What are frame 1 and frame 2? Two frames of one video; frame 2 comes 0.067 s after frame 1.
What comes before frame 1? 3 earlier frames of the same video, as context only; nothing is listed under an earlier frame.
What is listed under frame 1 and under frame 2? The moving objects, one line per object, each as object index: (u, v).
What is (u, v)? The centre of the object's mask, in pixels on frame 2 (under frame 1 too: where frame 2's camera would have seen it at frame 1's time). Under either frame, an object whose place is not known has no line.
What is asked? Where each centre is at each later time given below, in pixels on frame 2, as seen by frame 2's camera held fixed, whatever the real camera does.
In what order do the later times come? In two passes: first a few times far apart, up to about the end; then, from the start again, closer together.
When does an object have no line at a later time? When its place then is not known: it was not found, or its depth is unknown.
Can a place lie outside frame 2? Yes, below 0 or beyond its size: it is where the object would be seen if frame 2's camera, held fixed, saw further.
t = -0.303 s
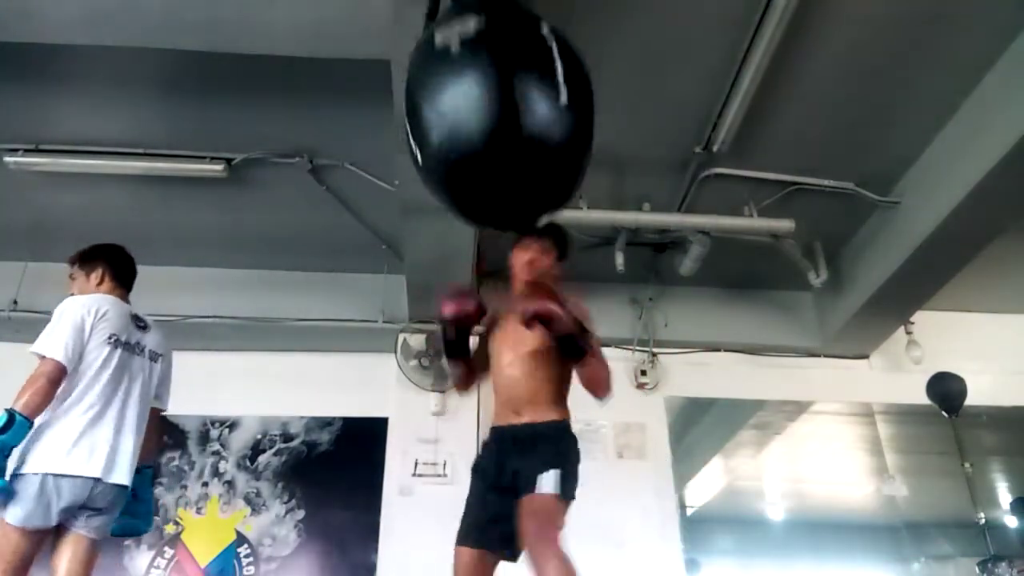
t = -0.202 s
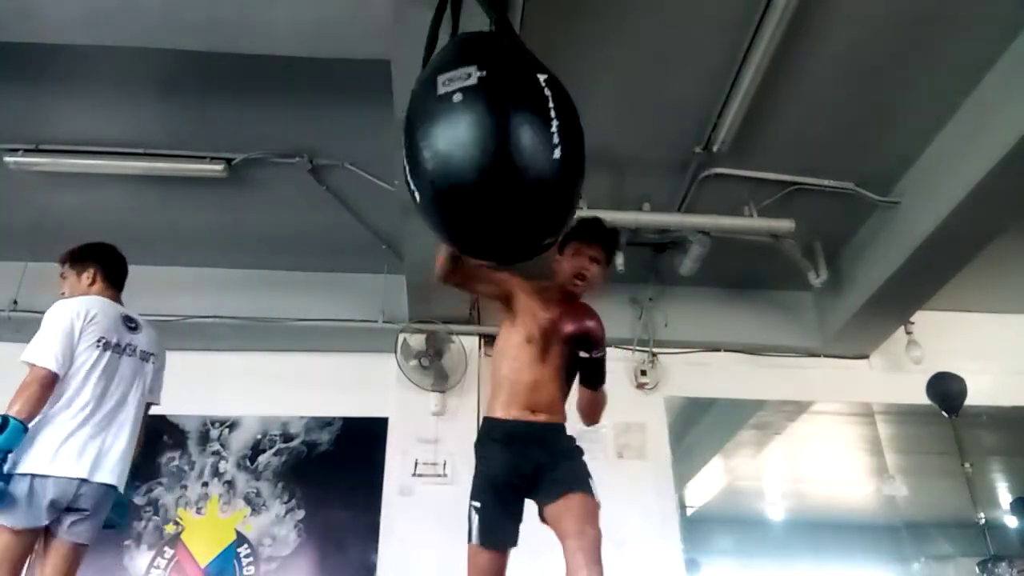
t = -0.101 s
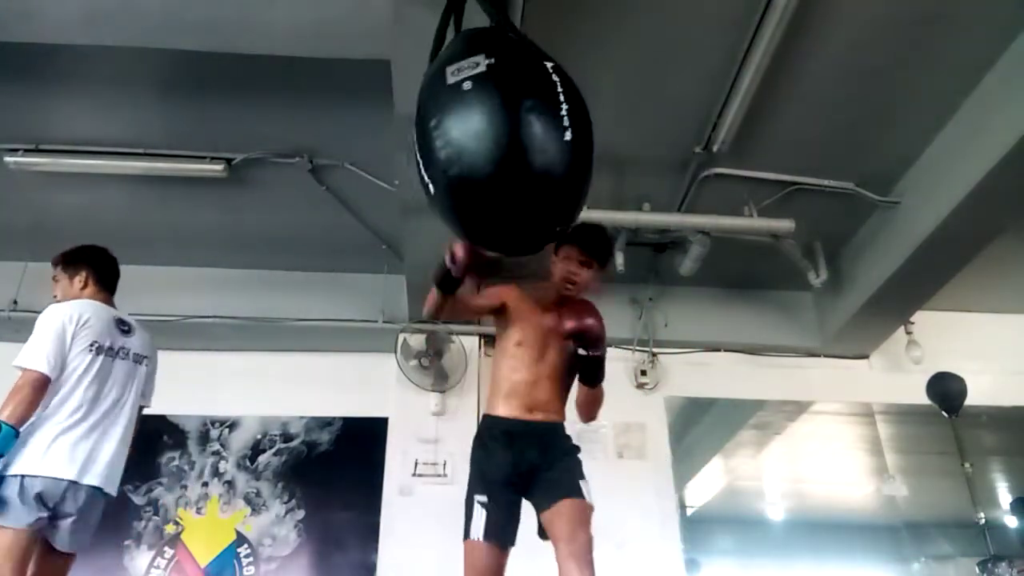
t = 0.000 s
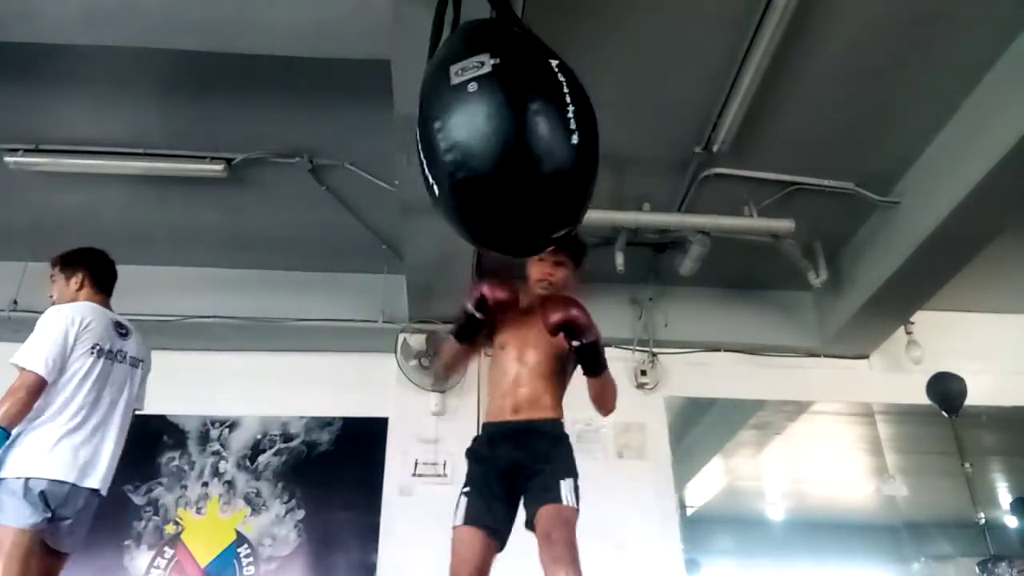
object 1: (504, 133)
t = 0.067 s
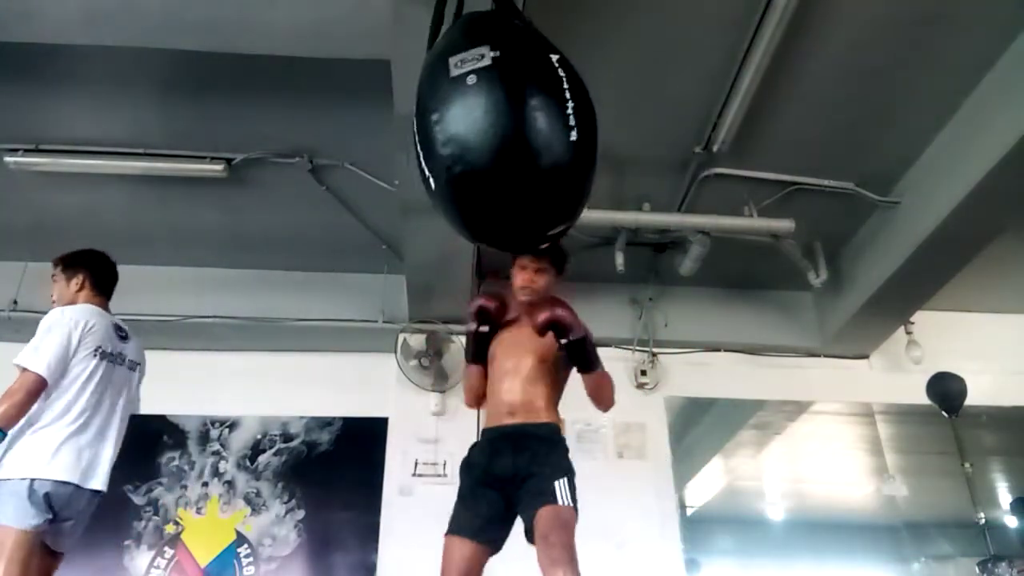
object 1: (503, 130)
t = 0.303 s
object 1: (472, 114)
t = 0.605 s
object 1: (390, 91)
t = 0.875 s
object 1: (330, 81)
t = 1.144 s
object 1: (326, 92)
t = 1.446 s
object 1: (386, 122)
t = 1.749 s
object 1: (460, 142)
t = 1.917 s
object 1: (490, 141)
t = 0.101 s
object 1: (501, 128)
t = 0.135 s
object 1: (498, 127)
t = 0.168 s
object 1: (494, 126)
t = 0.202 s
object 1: (490, 123)
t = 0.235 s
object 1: (485, 120)
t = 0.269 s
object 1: (478, 118)
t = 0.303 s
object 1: (472, 114)
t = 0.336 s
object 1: (465, 113)
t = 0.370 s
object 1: (457, 109)
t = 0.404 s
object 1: (448, 107)
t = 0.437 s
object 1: (439, 104)
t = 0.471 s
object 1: (429, 101)
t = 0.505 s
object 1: (419, 98)
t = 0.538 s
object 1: (410, 96)
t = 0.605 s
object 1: (390, 91)
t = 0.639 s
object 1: (381, 89)
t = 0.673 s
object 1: (371, 88)
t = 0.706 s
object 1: (363, 86)
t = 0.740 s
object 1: (355, 84)
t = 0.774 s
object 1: (349, 82)
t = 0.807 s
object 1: (341, 82)
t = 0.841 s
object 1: (336, 80)
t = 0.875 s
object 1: (330, 81)
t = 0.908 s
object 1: (326, 81)
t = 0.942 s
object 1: (324, 81)
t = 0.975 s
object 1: (322, 81)
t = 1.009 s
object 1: (321, 84)
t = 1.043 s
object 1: (321, 84)
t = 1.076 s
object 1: (322, 86)
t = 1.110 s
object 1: (323, 89)
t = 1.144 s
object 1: (326, 92)
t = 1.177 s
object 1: (330, 94)
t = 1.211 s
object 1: (336, 96)
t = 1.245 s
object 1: (341, 99)
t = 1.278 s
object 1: (347, 104)
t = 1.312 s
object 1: (354, 107)
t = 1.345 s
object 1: (361, 110)
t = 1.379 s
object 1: (370, 113)
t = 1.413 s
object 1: (377, 118)
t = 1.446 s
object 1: (386, 122)
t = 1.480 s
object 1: (394, 125)
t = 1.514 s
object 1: (403, 129)
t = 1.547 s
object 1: (411, 131)
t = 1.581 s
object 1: (420, 134)
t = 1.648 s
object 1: (438, 137)
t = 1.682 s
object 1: (446, 139)
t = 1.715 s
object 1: (453, 140)
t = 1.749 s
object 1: (460, 142)
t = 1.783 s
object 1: (467, 142)
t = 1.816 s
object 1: (474, 141)
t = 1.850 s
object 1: (480, 142)
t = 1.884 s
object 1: (486, 140)
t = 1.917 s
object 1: (490, 141)
